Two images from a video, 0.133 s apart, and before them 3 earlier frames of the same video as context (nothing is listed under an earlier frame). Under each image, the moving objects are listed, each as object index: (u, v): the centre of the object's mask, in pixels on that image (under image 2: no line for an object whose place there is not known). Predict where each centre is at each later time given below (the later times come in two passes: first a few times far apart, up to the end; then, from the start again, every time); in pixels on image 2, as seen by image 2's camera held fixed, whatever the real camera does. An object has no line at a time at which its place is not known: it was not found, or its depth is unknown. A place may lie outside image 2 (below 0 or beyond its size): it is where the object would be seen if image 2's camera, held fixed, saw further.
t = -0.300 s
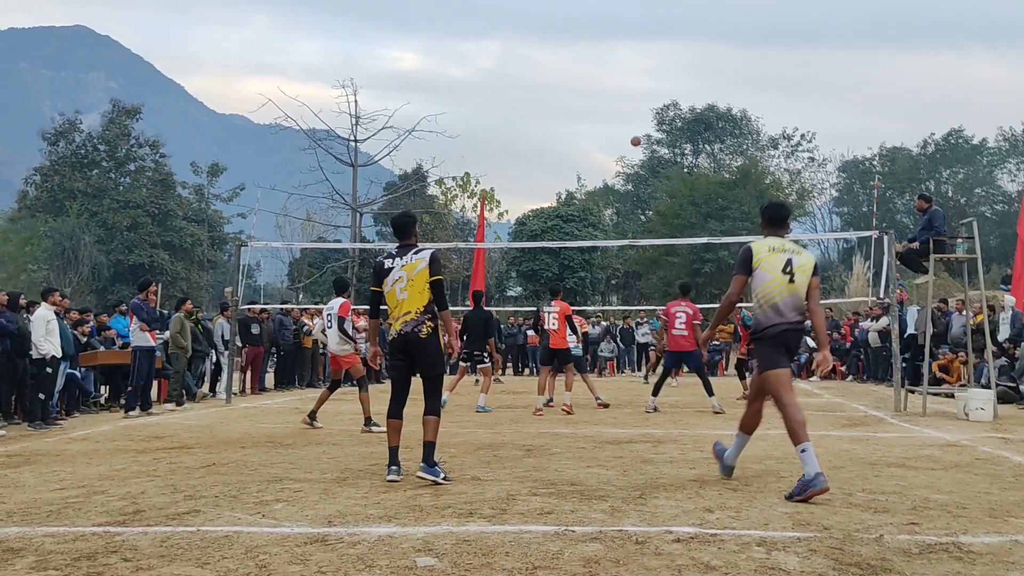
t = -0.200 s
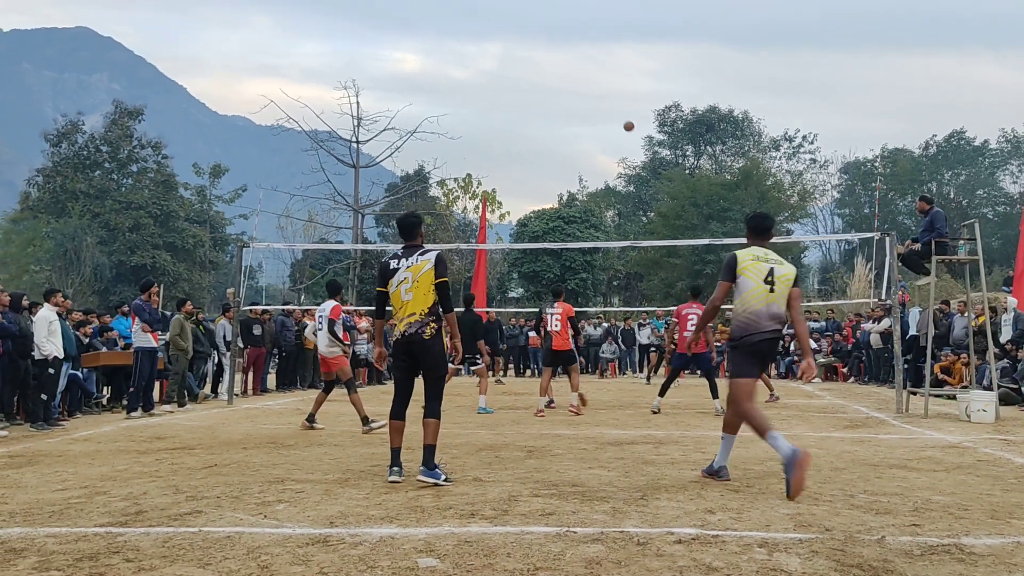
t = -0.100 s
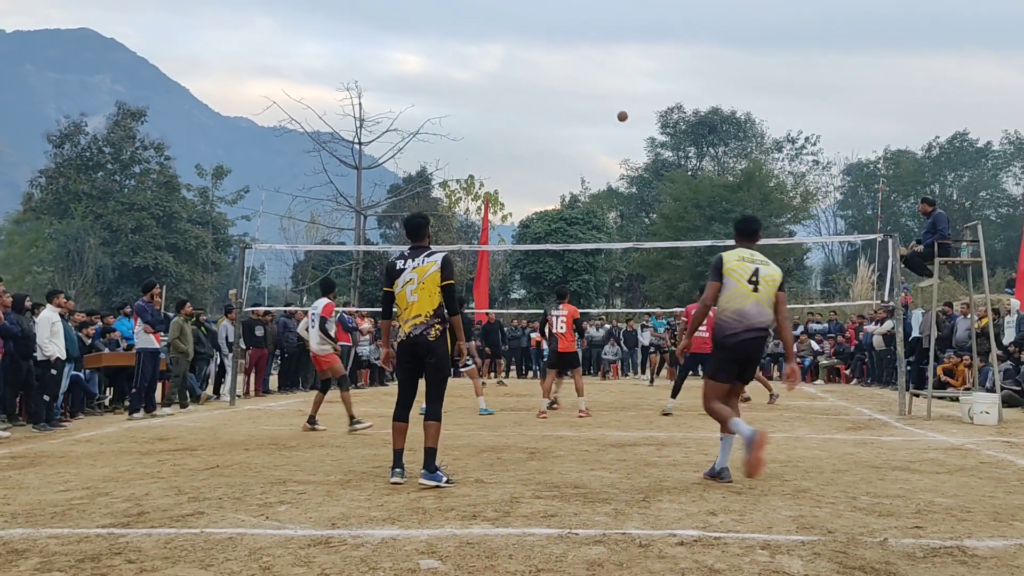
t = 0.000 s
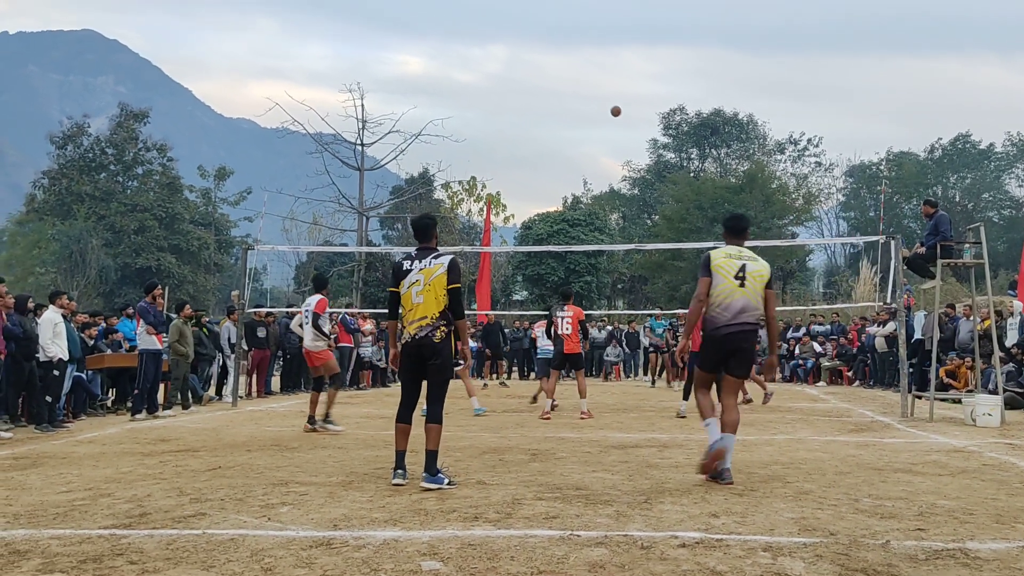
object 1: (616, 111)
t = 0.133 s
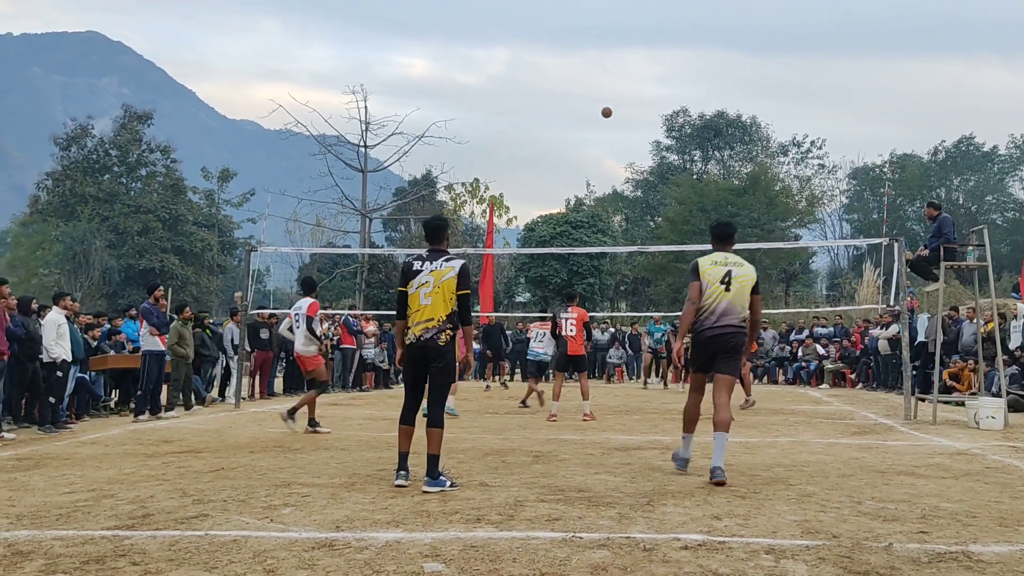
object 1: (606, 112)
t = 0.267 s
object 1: (594, 121)
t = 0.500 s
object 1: (571, 157)
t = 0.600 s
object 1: (561, 181)
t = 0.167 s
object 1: (603, 114)
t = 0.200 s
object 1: (600, 115)
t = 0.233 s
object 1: (597, 118)
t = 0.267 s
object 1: (594, 121)
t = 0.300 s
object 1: (591, 124)
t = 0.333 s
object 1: (588, 128)
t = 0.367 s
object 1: (585, 133)
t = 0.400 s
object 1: (581, 138)
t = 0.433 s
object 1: (578, 144)
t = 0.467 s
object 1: (575, 150)
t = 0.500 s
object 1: (571, 157)
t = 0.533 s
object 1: (568, 165)
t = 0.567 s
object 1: (565, 173)
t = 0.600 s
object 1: (561, 181)
